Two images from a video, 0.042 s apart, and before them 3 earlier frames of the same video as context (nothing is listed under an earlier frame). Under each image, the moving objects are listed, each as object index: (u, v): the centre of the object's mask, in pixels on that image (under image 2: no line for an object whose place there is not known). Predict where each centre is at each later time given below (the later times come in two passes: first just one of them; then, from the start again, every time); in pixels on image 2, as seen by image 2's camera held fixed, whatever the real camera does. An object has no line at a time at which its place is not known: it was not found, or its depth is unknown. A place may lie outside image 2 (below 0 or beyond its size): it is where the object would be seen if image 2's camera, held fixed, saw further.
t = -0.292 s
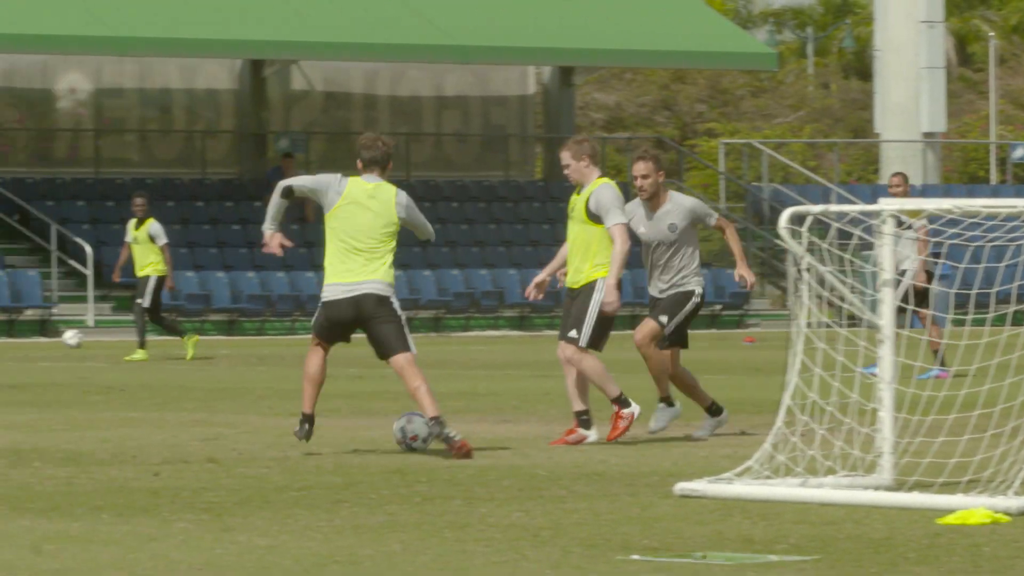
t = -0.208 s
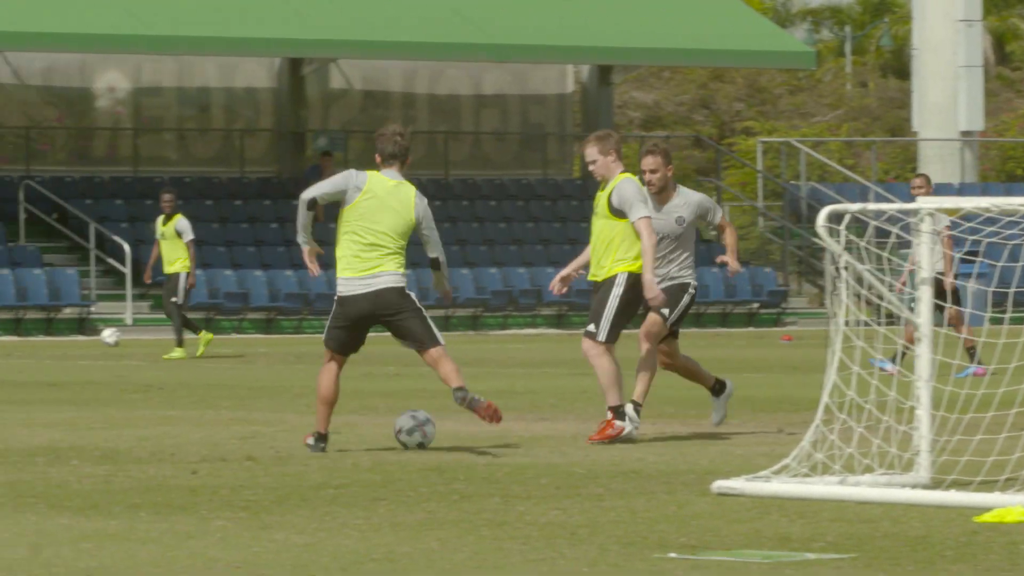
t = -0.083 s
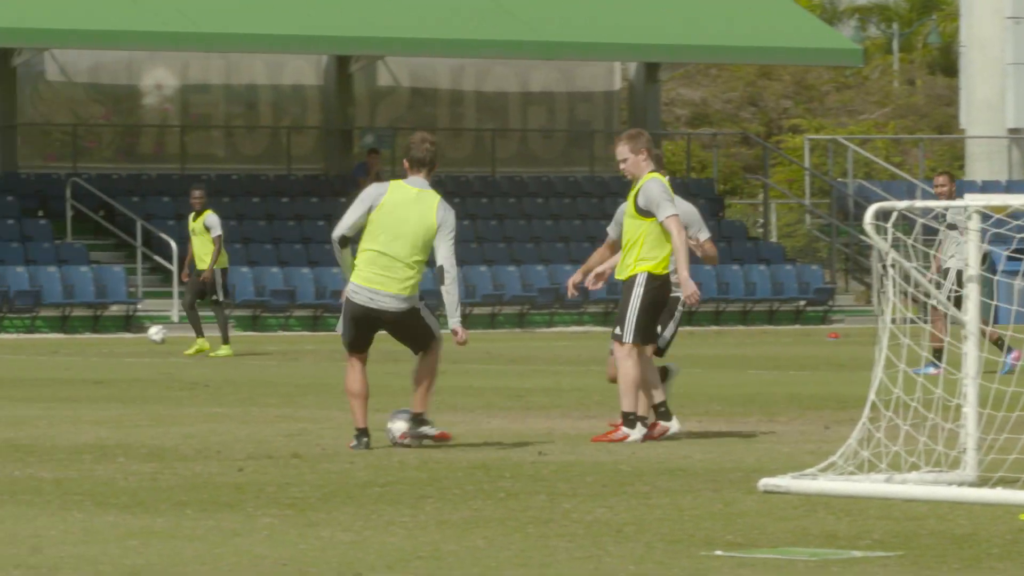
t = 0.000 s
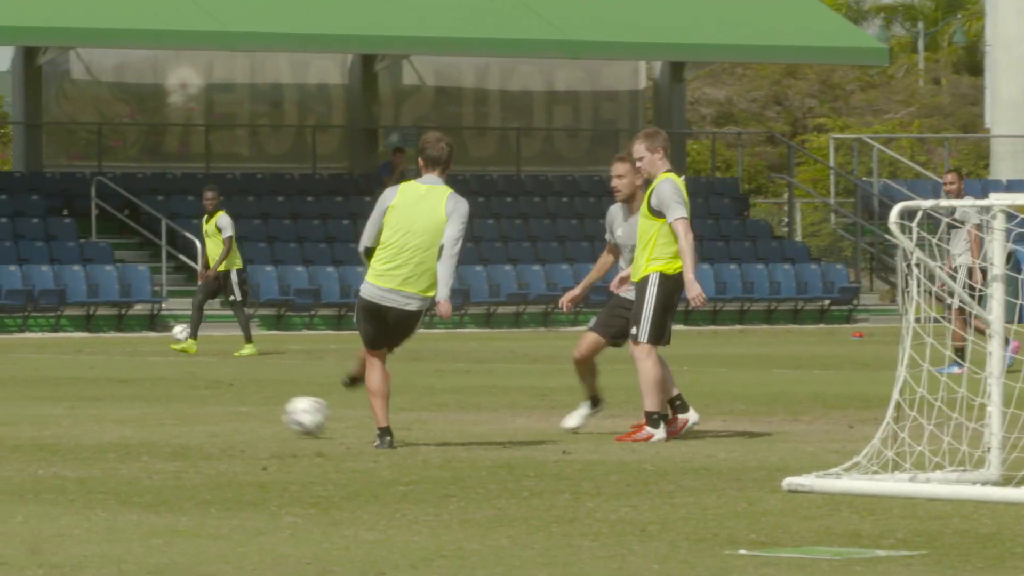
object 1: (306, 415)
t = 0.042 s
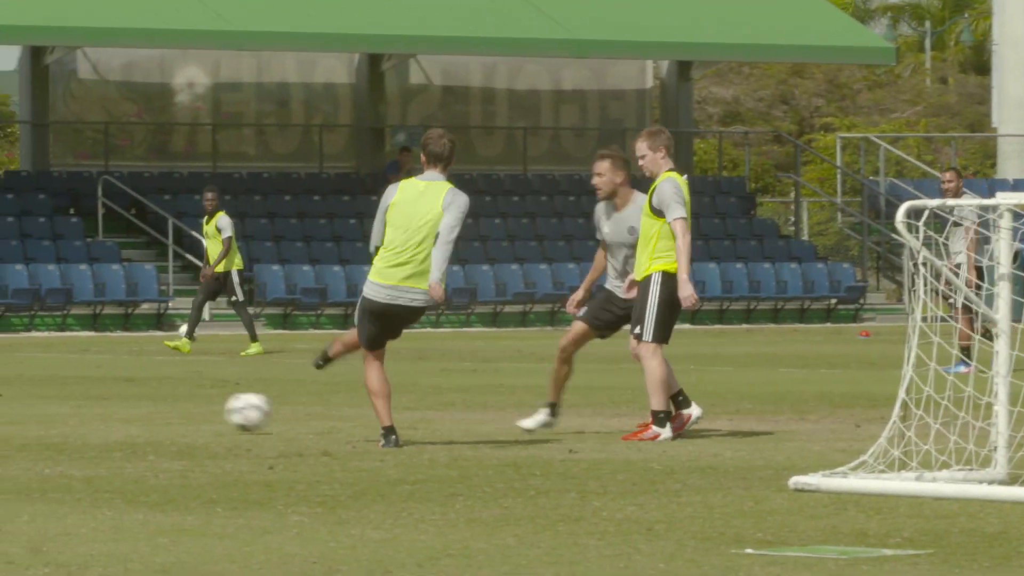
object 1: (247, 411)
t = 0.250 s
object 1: (-20, 400)
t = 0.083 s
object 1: (185, 412)
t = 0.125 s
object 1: (126, 410)
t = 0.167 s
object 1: (71, 404)
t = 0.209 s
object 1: (18, 401)
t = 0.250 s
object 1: (-20, 400)
